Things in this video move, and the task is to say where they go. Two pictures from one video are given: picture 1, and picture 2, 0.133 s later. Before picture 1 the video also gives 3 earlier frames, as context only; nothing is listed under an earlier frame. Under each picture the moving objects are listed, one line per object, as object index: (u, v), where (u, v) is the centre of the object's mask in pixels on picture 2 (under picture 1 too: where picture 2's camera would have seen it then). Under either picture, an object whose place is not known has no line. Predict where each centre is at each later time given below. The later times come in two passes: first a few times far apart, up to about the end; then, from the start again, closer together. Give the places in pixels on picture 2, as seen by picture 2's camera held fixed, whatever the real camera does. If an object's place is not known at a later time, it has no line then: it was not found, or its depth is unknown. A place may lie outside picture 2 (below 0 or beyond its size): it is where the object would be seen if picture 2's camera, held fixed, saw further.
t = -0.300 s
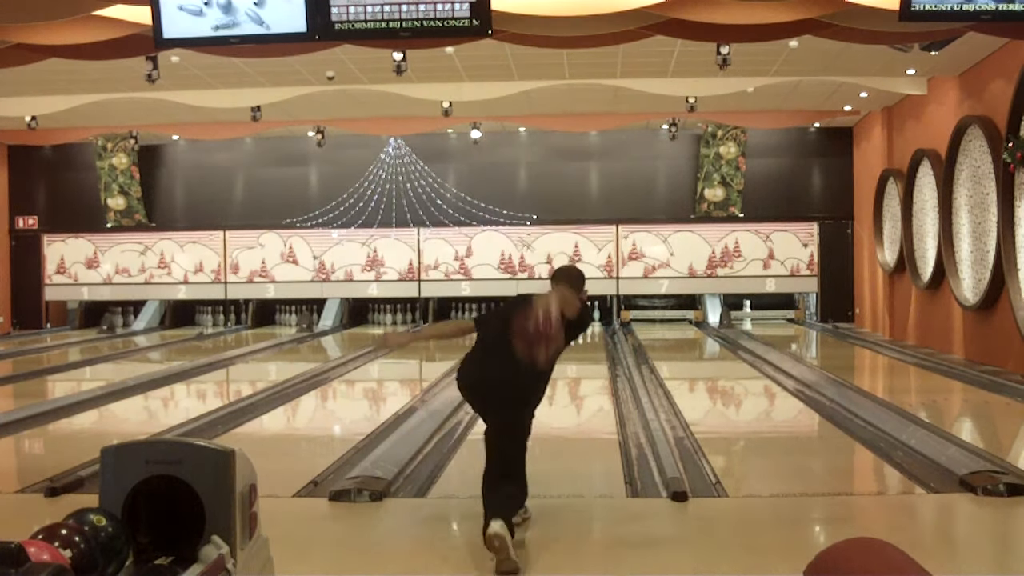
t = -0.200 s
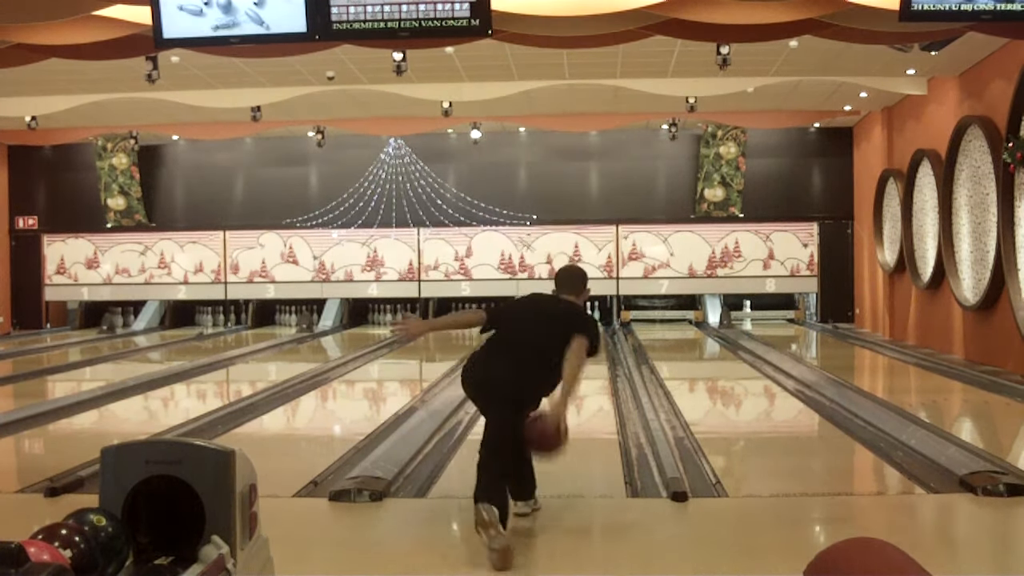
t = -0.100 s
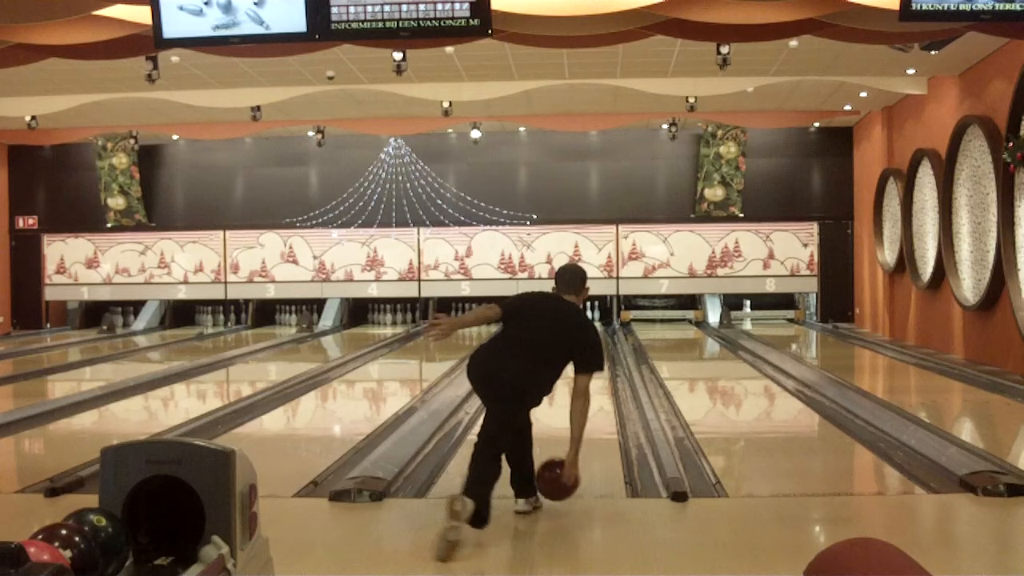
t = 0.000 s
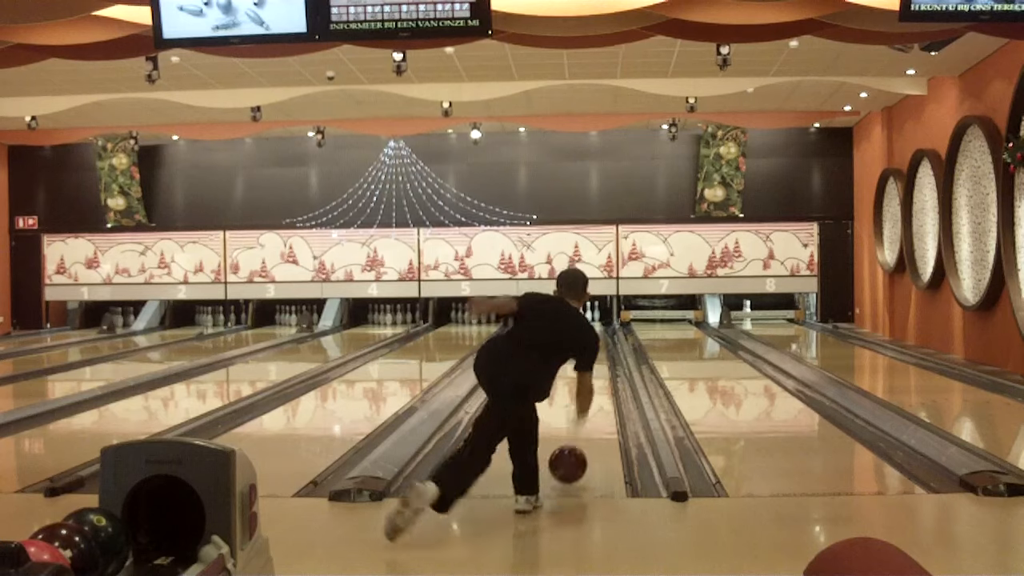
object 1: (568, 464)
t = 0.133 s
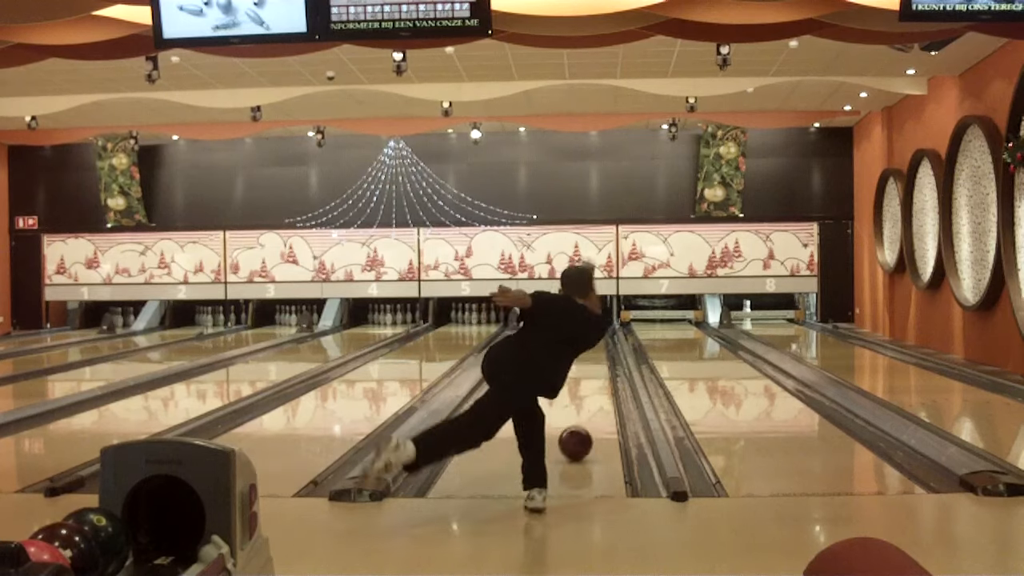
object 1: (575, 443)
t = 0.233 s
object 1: (580, 428)
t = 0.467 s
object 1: (587, 401)
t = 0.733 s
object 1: (595, 382)
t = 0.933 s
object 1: (595, 366)
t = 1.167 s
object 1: (598, 356)
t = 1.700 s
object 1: (596, 335)
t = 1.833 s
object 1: (594, 331)
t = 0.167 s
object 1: (577, 438)
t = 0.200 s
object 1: (578, 433)
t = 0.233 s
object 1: (580, 428)
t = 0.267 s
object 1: (581, 424)
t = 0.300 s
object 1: (582, 419)
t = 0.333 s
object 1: (583, 415)
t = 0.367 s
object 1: (584, 411)
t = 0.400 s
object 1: (585, 408)
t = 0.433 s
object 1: (586, 404)
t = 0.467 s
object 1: (587, 401)
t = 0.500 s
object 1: (588, 397)
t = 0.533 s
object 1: (588, 394)
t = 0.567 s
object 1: (588, 391)
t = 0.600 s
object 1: (588, 389)
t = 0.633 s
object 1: (588, 385)
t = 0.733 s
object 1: (595, 382)
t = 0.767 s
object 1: (592, 376)
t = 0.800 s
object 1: (592, 374)
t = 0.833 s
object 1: (593, 372)
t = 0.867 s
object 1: (594, 370)
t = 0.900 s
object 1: (595, 368)
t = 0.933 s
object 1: (595, 366)
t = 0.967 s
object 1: (596, 365)
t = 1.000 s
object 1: (596, 363)
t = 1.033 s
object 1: (597, 361)
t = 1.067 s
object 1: (597, 360)
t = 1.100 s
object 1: (598, 358)
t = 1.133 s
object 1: (598, 356)
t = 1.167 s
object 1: (598, 356)
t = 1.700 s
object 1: (596, 335)
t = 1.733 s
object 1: (596, 333)
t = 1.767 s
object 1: (595, 332)
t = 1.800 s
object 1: (595, 332)
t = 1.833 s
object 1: (594, 331)
